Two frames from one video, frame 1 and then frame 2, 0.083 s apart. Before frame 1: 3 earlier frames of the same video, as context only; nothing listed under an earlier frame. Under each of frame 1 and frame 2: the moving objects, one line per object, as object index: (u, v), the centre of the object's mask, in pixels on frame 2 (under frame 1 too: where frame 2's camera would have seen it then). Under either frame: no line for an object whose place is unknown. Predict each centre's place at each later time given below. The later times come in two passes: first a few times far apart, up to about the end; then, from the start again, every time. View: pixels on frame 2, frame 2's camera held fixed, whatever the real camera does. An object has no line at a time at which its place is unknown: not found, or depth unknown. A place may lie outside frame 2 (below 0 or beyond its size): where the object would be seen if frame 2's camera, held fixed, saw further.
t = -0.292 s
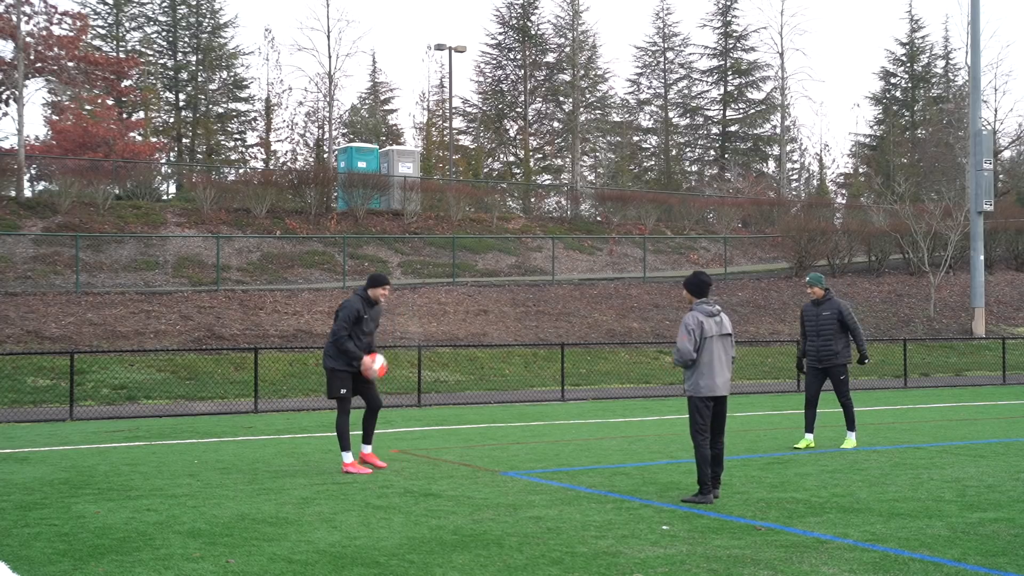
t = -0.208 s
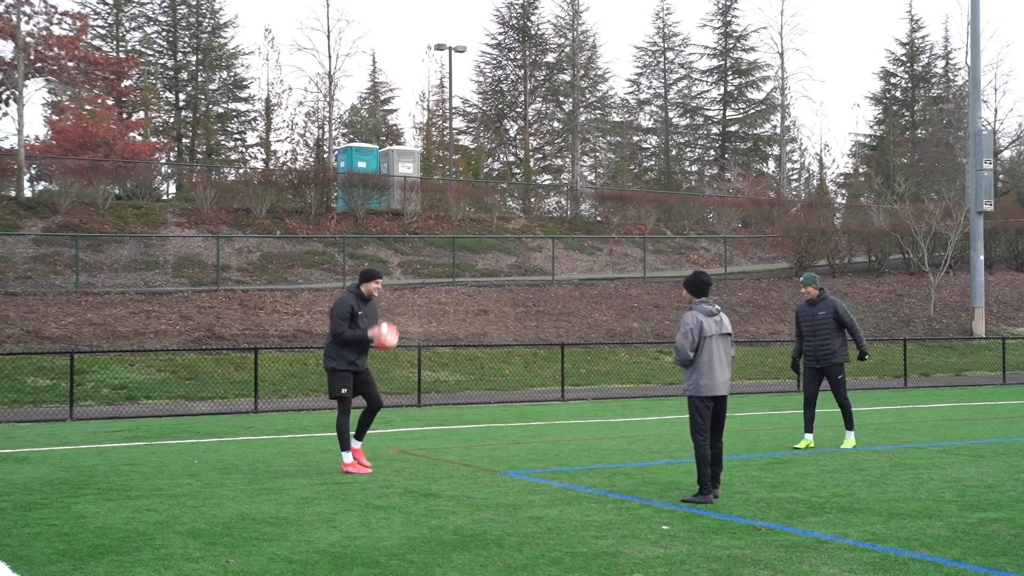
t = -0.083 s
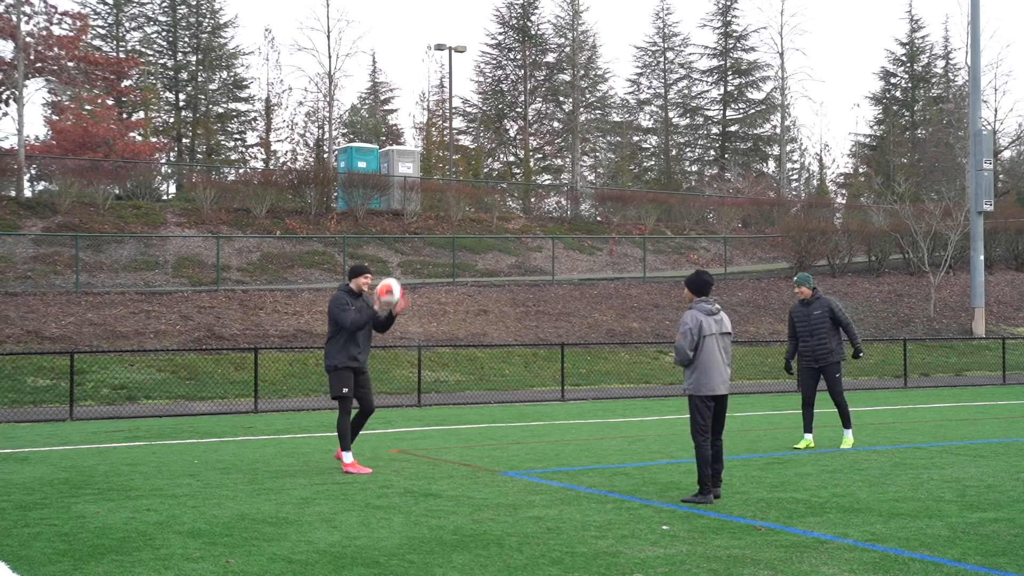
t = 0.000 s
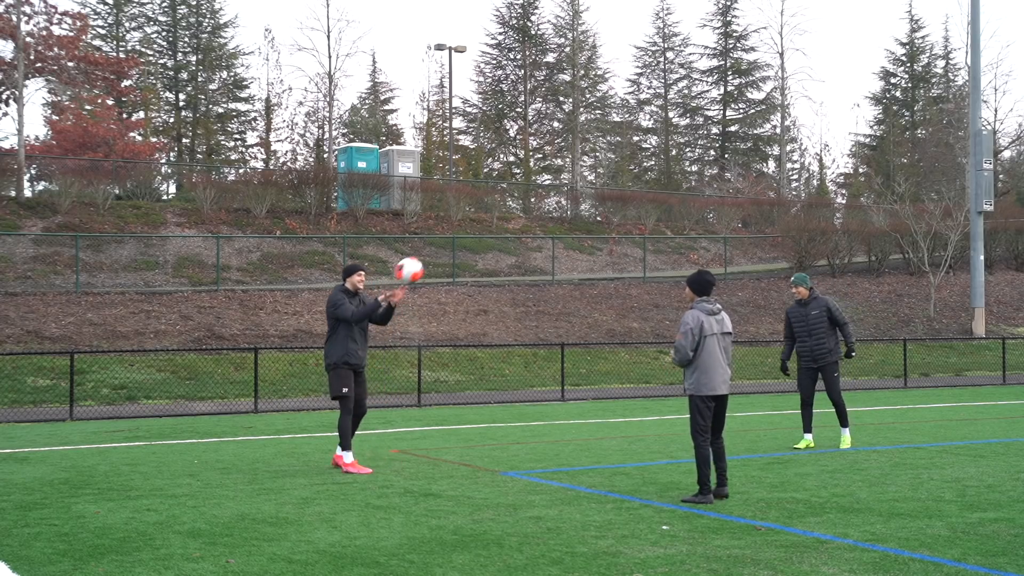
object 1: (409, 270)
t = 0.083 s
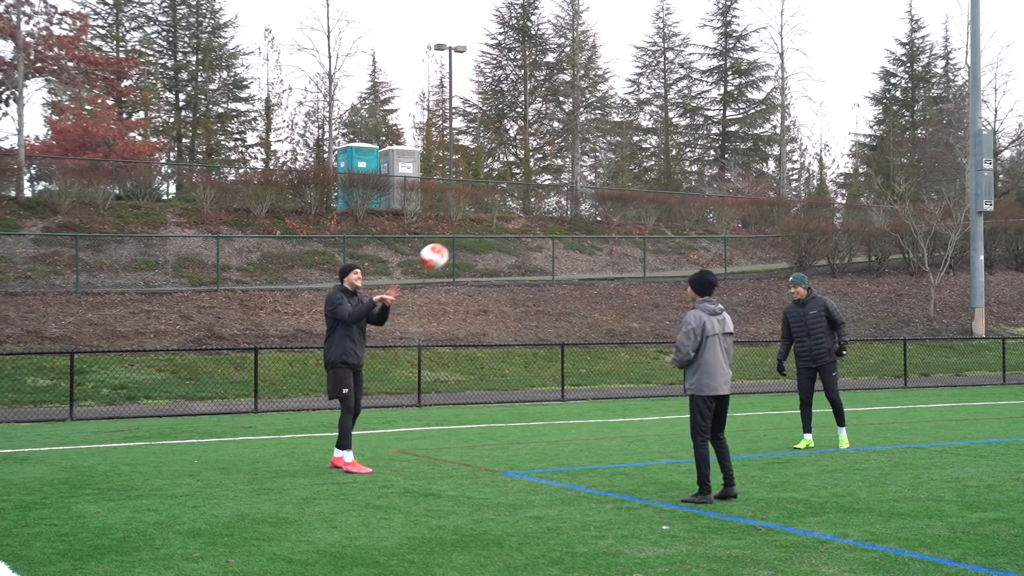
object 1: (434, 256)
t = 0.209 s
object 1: (472, 250)
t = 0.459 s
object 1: (555, 292)
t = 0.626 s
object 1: (612, 364)
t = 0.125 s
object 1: (447, 252)
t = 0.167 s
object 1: (460, 250)
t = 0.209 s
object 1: (472, 250)
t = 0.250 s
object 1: (485, 251)
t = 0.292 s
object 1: (499, 256)
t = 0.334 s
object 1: (513, 262)
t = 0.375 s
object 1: (527, 269)
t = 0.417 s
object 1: (540, 280)
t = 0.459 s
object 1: (555, 292)
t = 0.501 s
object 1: (569, 306)
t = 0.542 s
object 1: (583, 324)
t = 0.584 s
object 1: (598, 343)
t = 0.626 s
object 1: (612, 364)
